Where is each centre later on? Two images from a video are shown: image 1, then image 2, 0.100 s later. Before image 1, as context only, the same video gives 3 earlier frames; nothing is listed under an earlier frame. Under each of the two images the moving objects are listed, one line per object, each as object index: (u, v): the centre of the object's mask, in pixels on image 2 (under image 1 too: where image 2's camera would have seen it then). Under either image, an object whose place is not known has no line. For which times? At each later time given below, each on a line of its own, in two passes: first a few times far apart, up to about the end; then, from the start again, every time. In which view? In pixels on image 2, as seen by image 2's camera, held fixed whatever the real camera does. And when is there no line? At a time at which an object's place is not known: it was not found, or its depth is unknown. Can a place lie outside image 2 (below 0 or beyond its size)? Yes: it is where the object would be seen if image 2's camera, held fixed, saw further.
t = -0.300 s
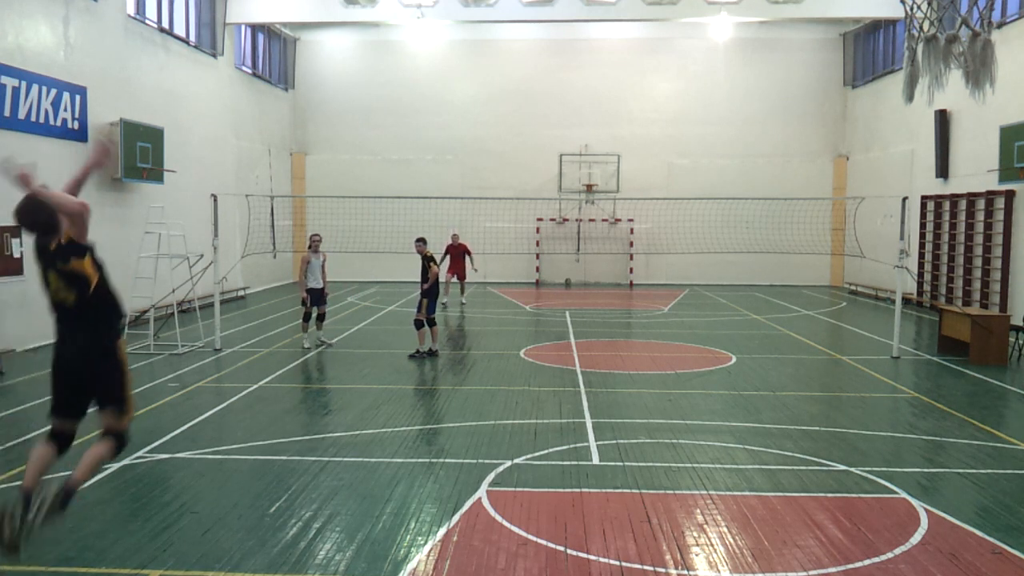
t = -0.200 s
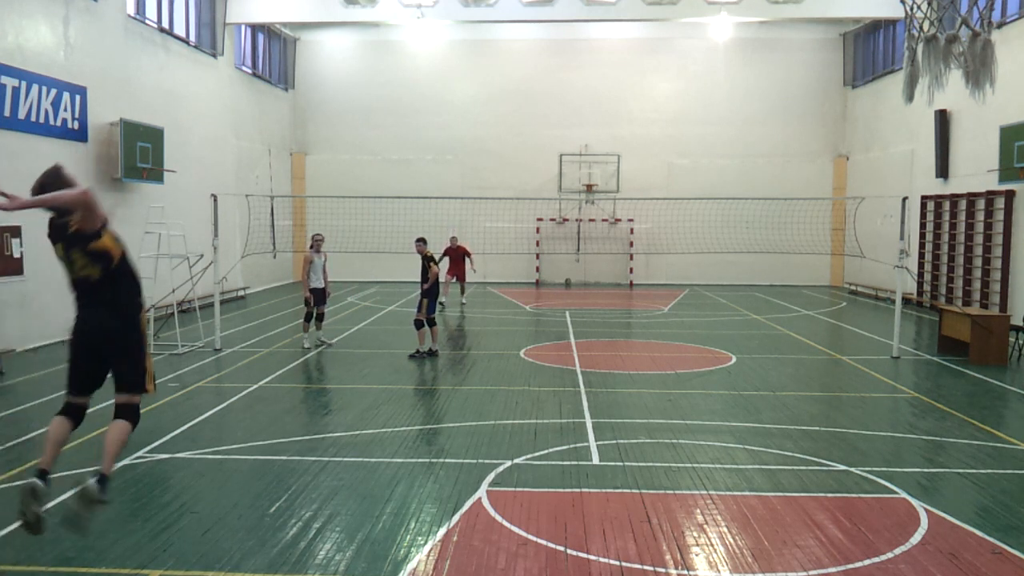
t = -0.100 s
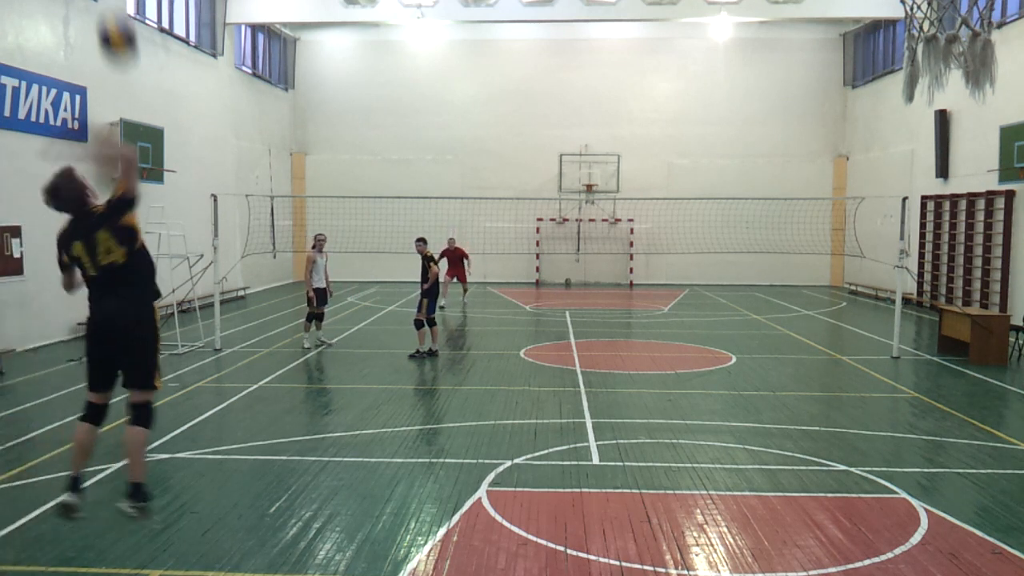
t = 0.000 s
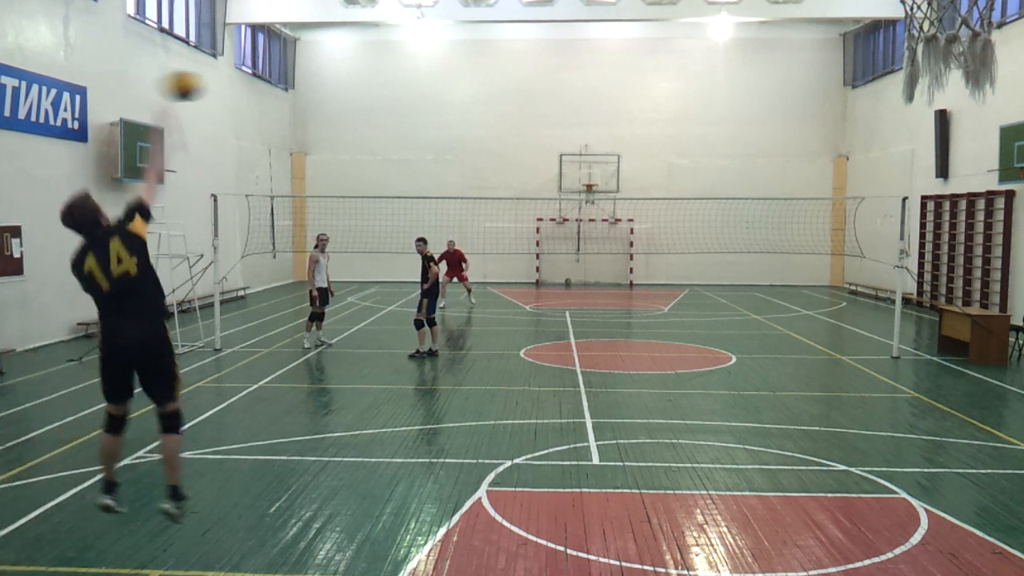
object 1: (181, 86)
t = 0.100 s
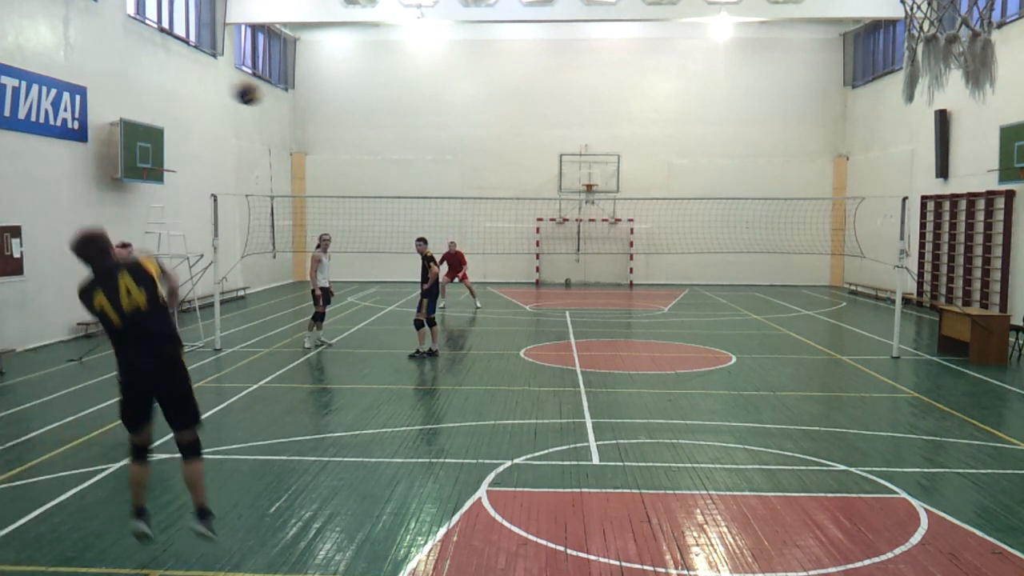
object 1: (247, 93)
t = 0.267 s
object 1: (301, 124)
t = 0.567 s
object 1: (342, 199)
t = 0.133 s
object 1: (262, 98)
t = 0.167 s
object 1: (274, 103)
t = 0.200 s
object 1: (284, 110)
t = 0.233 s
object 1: (293, 117)
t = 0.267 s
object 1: (301, 124)
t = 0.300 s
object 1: (307, 131)
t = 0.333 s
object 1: (314, 139)
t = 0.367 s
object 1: (319, 148)
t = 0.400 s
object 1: (324, 156)
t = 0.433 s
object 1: (328, 165)
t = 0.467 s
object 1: (332, 173)
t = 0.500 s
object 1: (336, 181)
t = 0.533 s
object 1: (338, 189)
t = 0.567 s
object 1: (342, 199)
